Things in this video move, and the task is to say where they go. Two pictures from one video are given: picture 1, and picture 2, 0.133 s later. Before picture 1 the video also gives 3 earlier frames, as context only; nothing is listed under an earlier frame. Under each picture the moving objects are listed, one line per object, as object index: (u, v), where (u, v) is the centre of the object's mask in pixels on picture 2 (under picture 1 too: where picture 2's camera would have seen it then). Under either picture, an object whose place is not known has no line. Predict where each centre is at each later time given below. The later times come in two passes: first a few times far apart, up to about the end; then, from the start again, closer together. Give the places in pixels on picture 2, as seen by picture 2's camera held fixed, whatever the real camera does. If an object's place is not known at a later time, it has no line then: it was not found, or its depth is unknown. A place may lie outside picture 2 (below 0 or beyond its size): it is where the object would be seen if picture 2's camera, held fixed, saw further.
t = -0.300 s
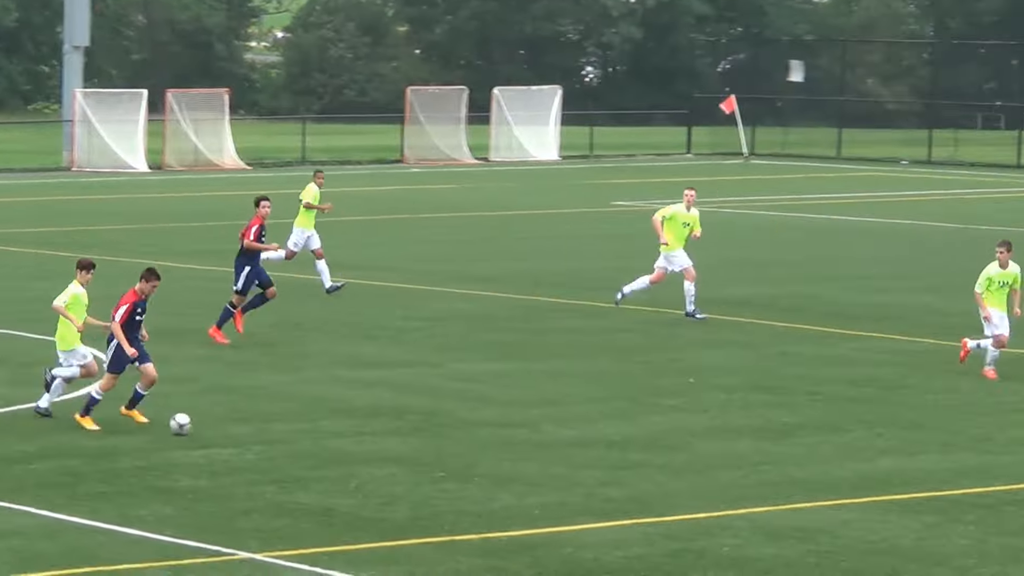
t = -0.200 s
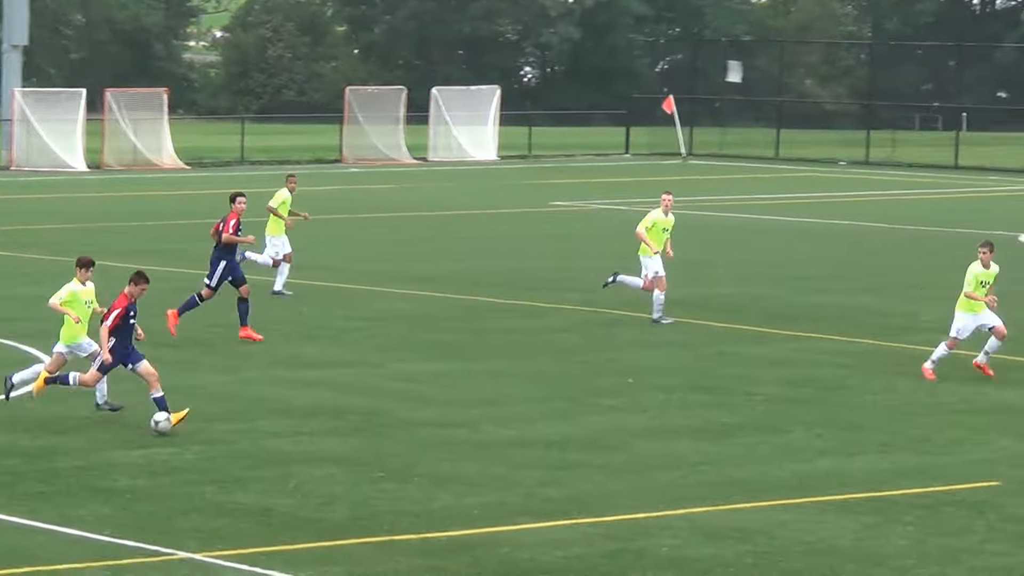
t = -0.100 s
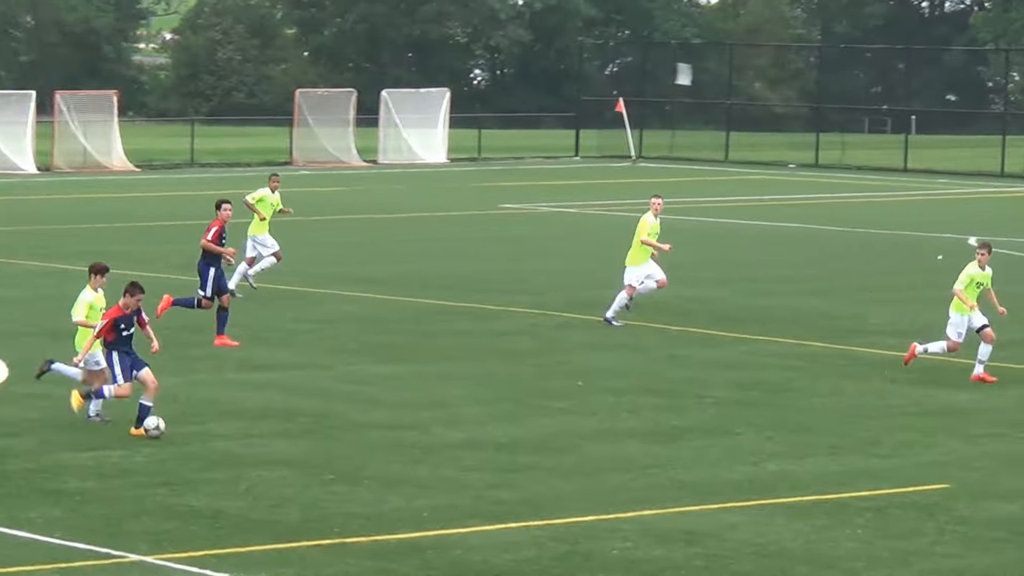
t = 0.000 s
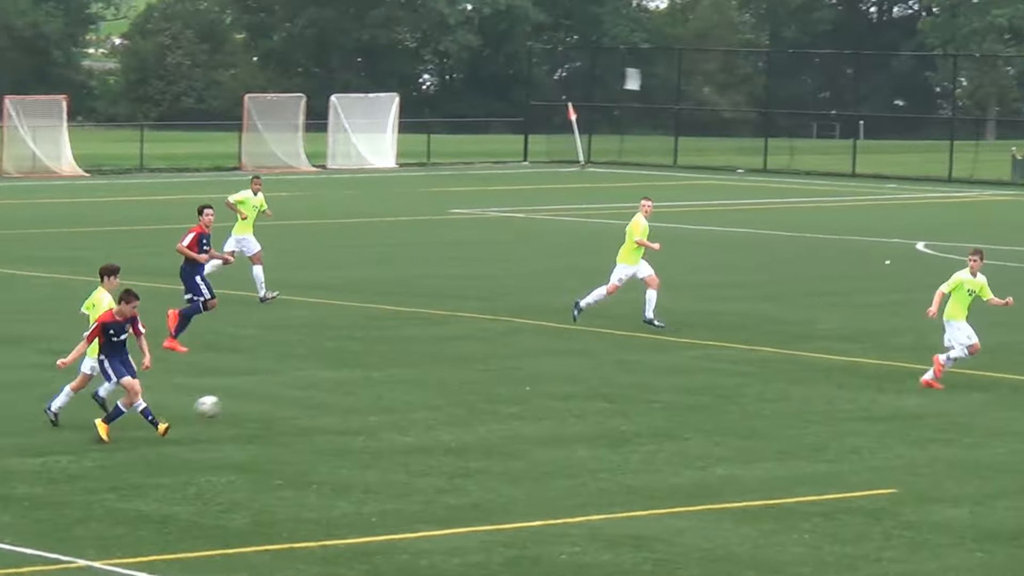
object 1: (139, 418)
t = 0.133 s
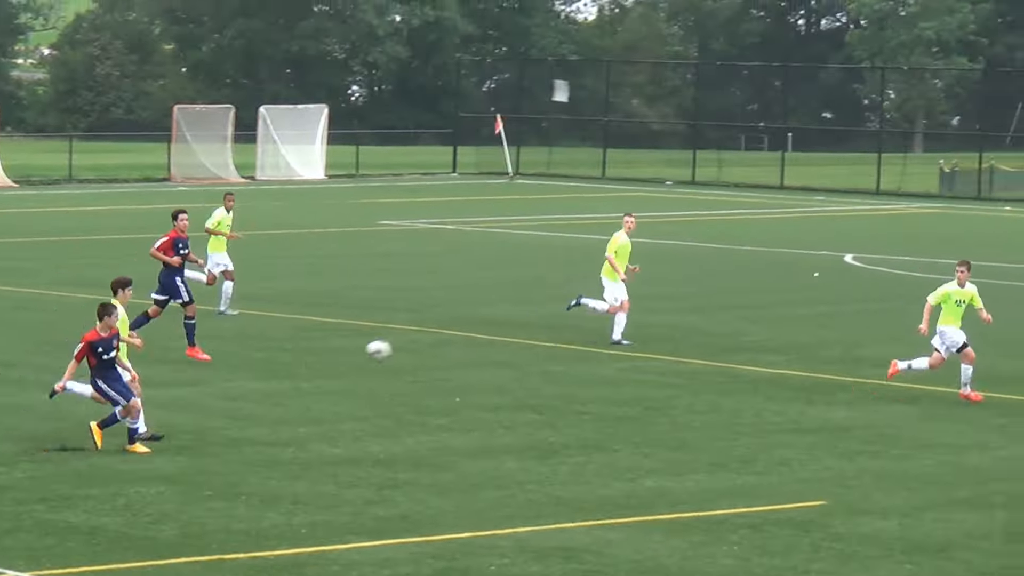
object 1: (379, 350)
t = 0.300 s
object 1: (654, 290)
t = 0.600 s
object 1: (1083, 234)
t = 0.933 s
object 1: (1517, 255)
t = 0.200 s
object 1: (491, 321)
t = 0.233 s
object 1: (547, 311)
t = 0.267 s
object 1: (602, 300)
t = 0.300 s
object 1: (654, 290)
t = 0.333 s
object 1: (708, 281)
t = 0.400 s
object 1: (806, 265)
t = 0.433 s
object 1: (855, 258)
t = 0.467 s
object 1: (903, 251)
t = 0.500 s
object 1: (949, 246)
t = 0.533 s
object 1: (993, 242)
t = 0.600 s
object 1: (1083, 234)
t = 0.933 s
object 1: (1517, 255)
